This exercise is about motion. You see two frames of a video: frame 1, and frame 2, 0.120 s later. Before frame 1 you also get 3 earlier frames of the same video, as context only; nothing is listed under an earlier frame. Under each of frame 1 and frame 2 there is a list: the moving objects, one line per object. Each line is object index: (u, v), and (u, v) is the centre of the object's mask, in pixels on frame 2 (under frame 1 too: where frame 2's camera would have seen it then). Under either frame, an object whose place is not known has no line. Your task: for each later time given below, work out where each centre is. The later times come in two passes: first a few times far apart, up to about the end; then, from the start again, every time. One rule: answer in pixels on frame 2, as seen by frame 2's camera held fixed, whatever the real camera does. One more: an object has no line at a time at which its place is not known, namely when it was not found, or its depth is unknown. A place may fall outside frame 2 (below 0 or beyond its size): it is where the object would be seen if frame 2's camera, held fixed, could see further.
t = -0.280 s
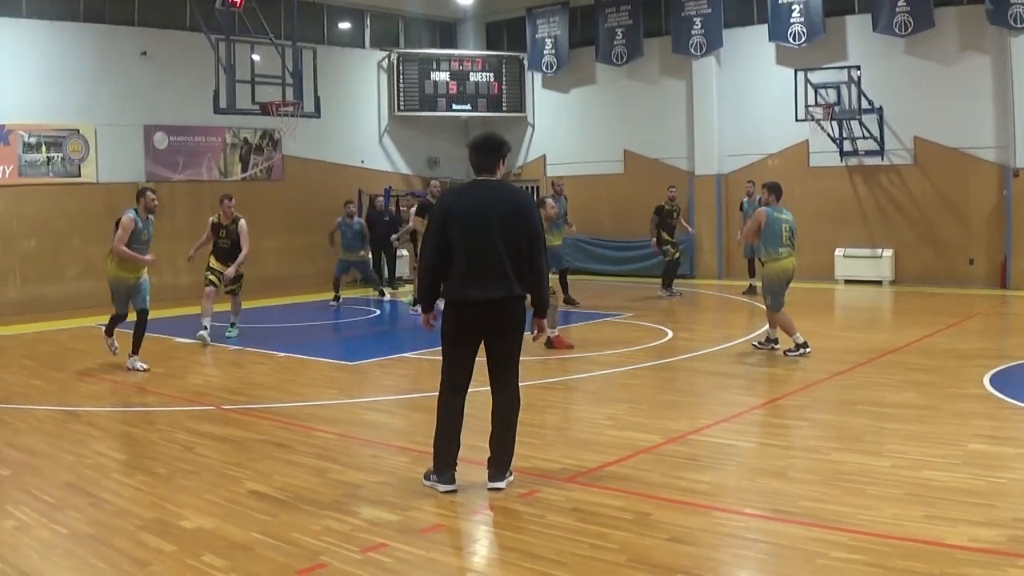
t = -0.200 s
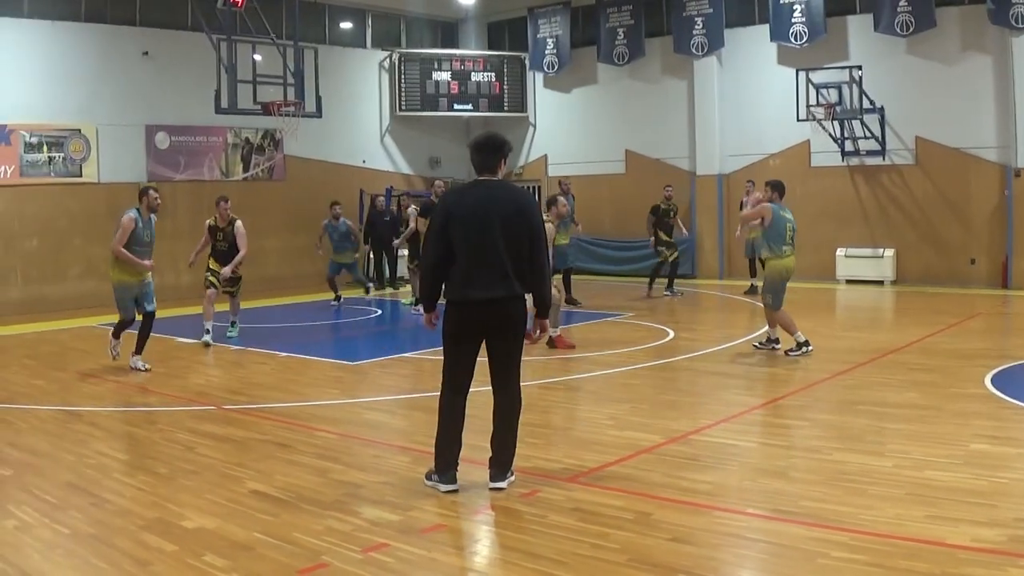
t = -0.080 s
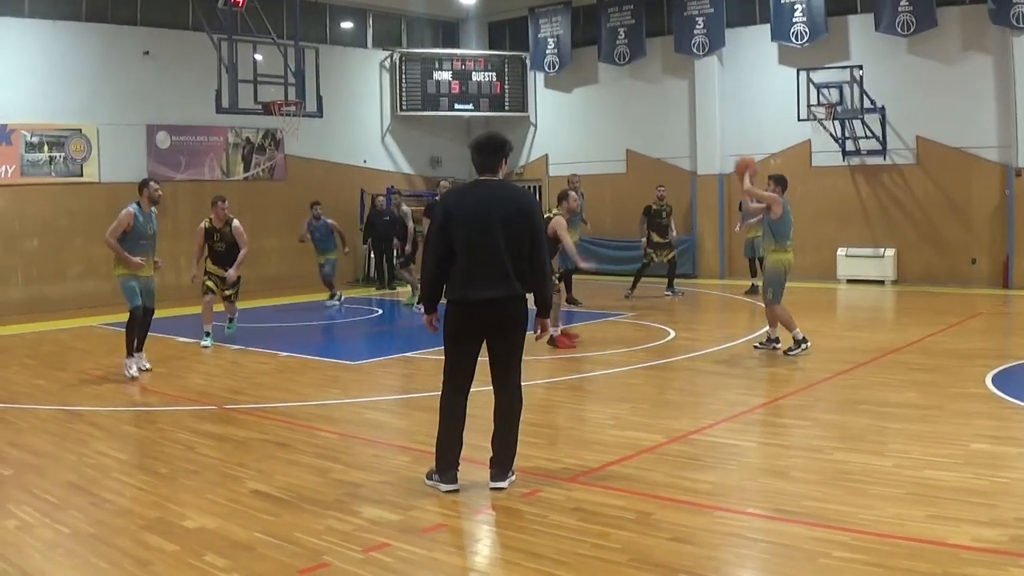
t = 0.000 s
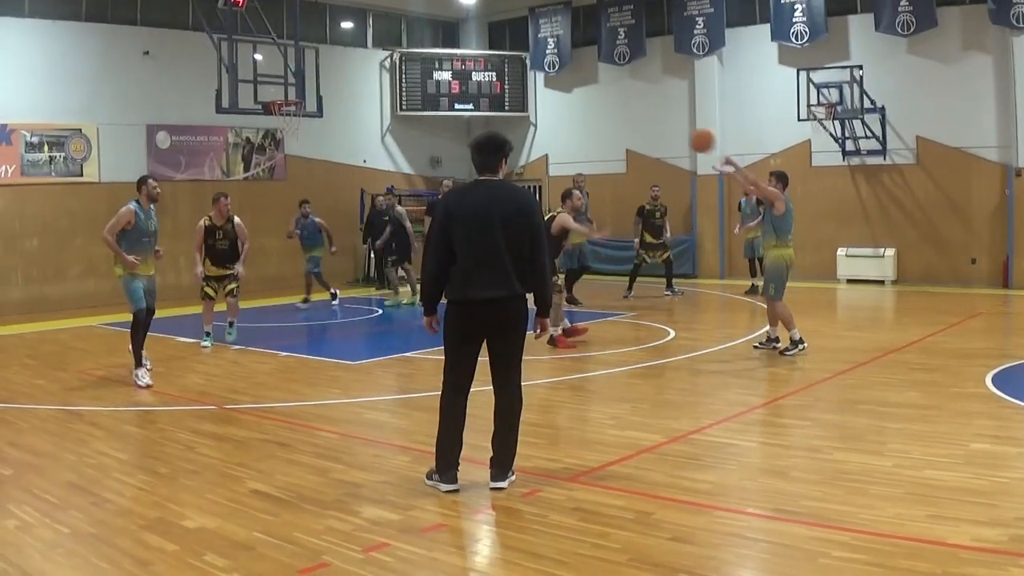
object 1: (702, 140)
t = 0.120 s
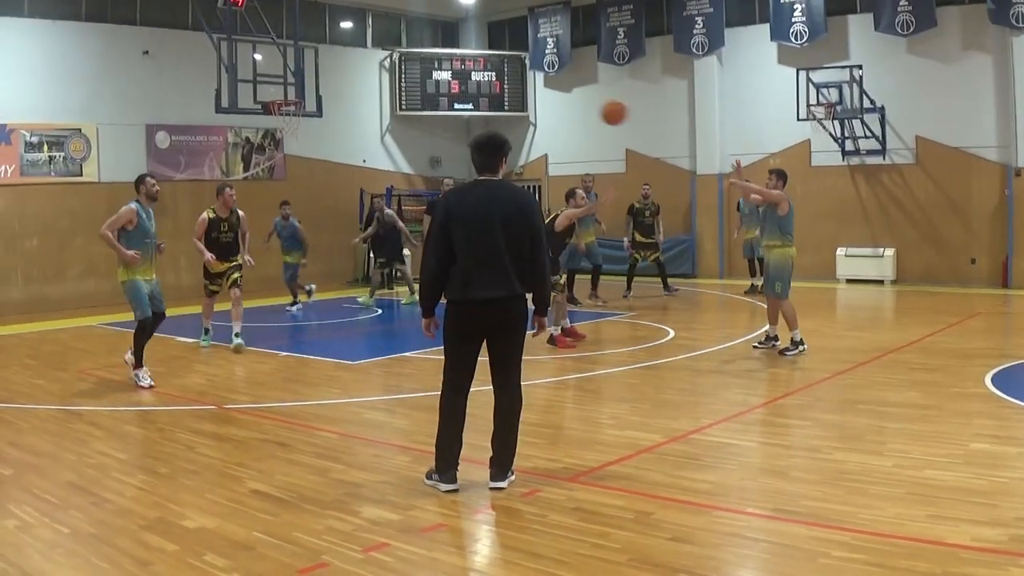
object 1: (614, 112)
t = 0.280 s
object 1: (483, 97)
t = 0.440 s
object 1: (336, 114)
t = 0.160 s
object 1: (583, 106)
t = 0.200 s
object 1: (550, 101)
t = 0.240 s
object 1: (516, 98)
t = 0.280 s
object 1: (483, 97)
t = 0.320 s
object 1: (447, 99)
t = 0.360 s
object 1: (412, 100)
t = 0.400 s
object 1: (373, 106)
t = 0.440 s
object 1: (336, 114)
